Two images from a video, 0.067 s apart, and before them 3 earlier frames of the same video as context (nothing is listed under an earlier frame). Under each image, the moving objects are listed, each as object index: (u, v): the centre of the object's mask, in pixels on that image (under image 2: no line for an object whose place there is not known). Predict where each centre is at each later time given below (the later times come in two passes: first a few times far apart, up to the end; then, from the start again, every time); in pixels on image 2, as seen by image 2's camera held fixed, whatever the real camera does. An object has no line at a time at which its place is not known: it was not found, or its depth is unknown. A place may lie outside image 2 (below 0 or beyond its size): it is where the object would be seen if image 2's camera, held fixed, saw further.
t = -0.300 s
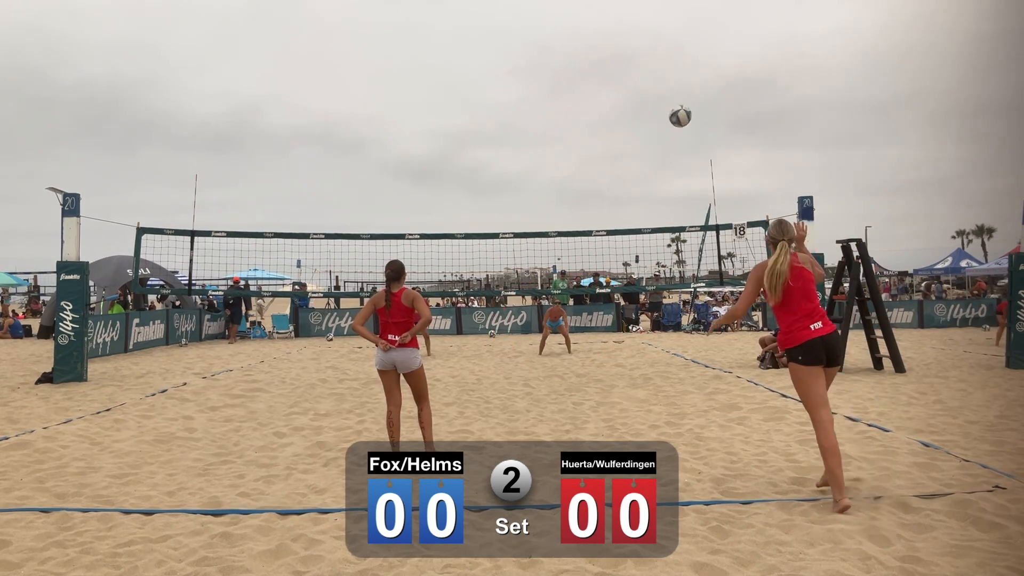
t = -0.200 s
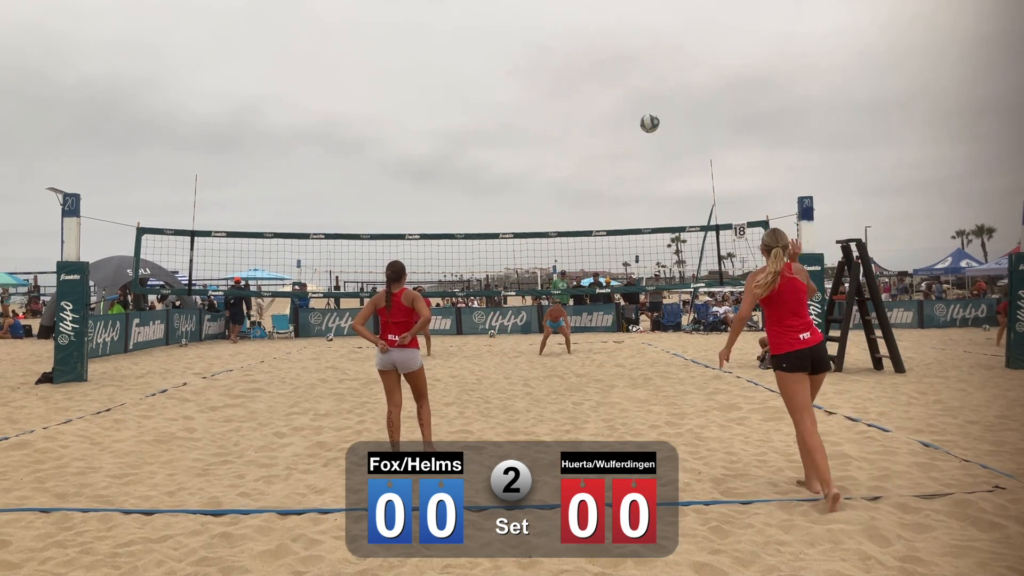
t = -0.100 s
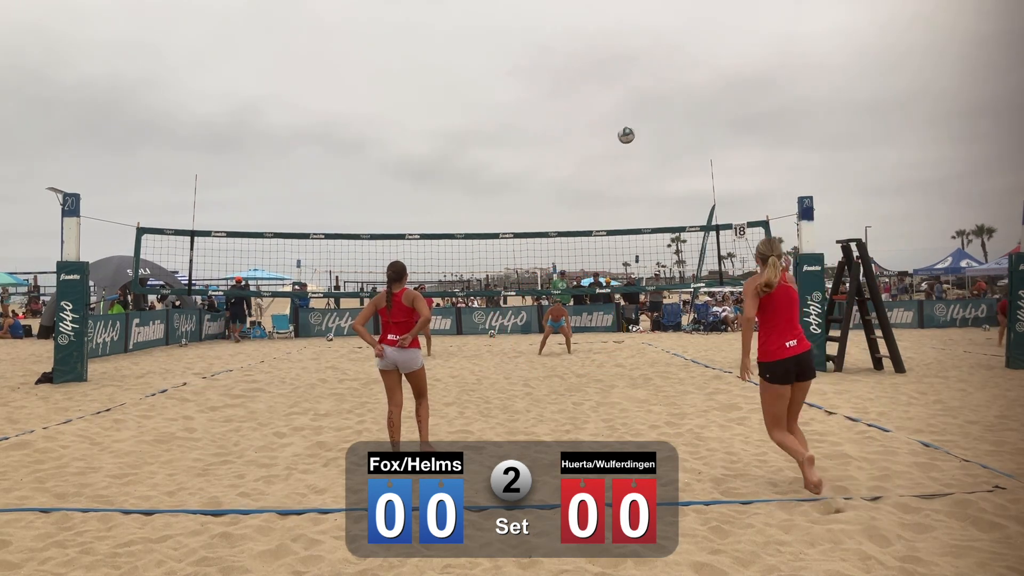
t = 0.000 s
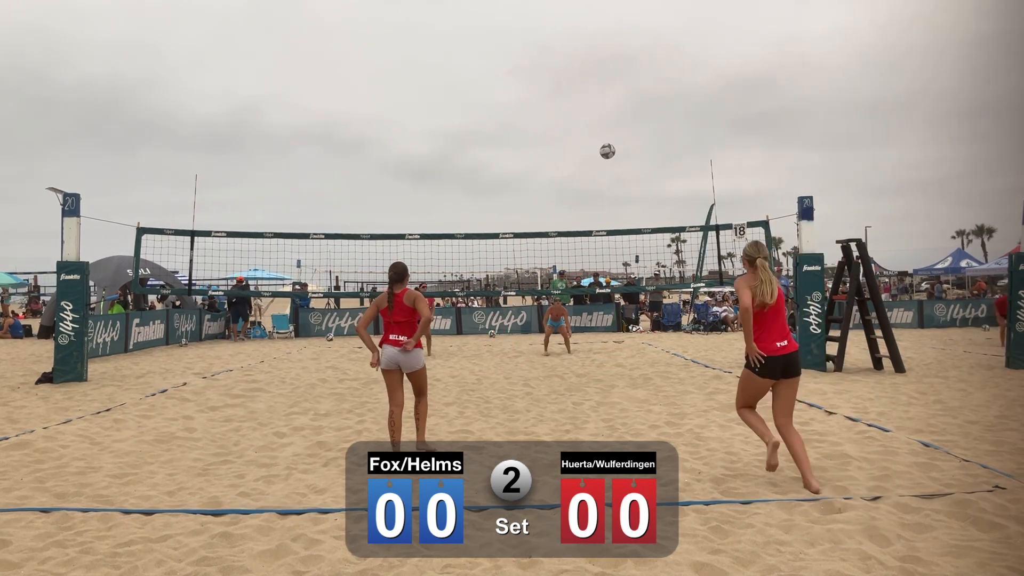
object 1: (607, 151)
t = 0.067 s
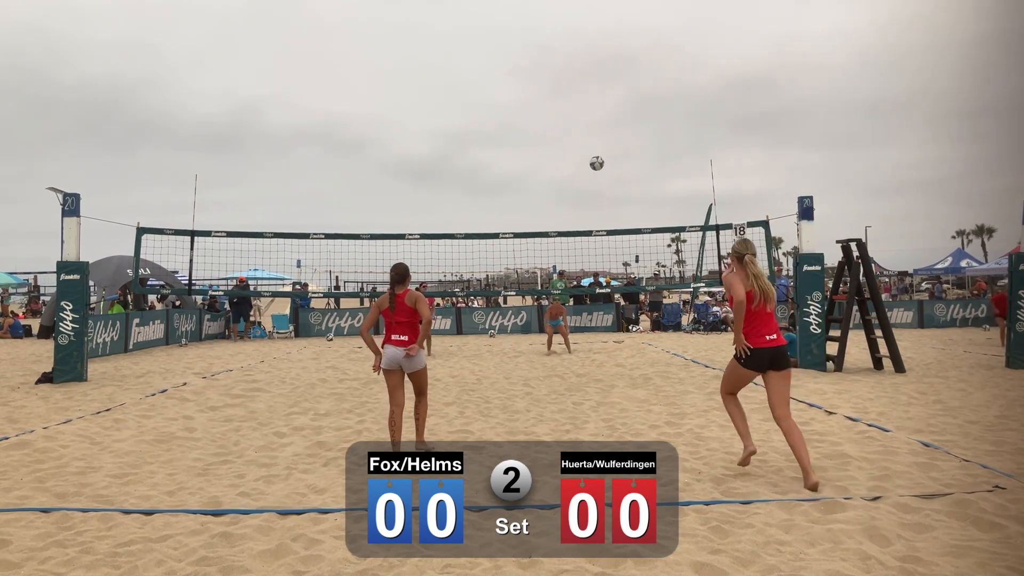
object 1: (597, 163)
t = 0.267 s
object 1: (572, 207)
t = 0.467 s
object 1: (555, 259)
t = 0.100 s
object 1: (592, 170)
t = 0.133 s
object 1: (587, 177)
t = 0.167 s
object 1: (583, 184)
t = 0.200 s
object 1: (579, 191)
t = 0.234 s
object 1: (576, 199)
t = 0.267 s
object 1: (572, 207)
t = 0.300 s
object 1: (569, 215)
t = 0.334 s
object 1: (566, 223)
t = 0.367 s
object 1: (563, 229)
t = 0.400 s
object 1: (560, 242)
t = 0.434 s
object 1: (557, 250)
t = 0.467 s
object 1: (555, 259)
